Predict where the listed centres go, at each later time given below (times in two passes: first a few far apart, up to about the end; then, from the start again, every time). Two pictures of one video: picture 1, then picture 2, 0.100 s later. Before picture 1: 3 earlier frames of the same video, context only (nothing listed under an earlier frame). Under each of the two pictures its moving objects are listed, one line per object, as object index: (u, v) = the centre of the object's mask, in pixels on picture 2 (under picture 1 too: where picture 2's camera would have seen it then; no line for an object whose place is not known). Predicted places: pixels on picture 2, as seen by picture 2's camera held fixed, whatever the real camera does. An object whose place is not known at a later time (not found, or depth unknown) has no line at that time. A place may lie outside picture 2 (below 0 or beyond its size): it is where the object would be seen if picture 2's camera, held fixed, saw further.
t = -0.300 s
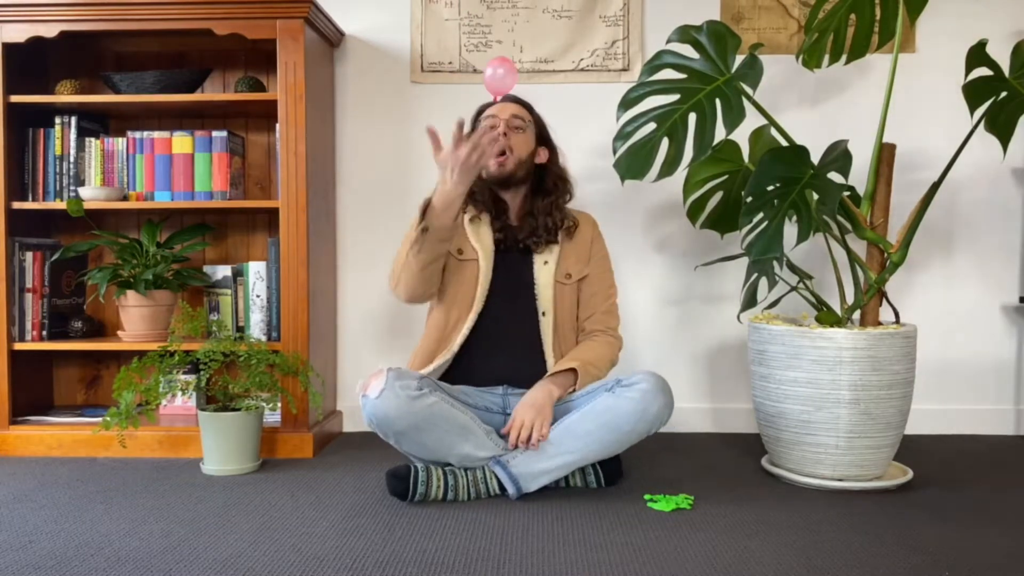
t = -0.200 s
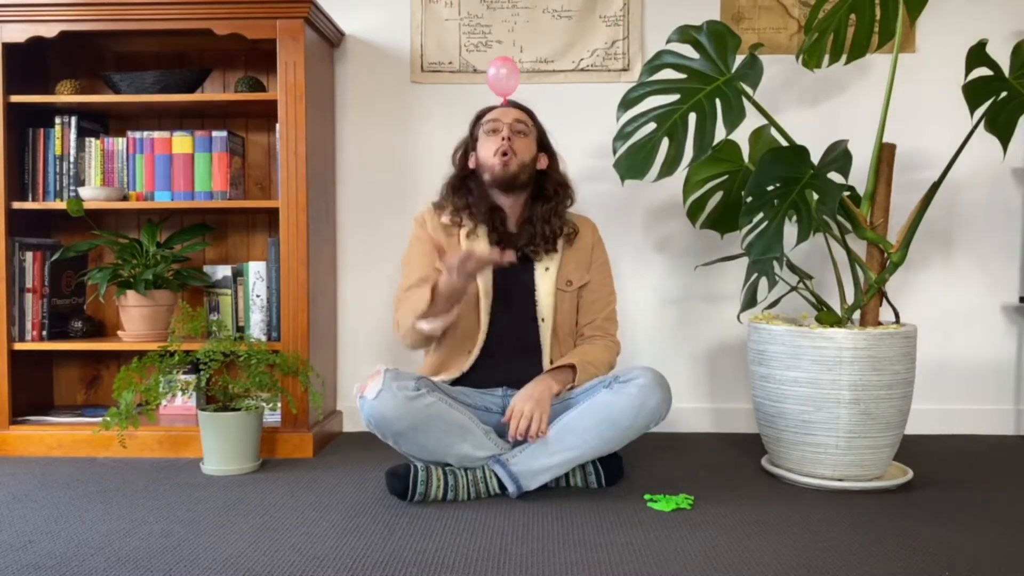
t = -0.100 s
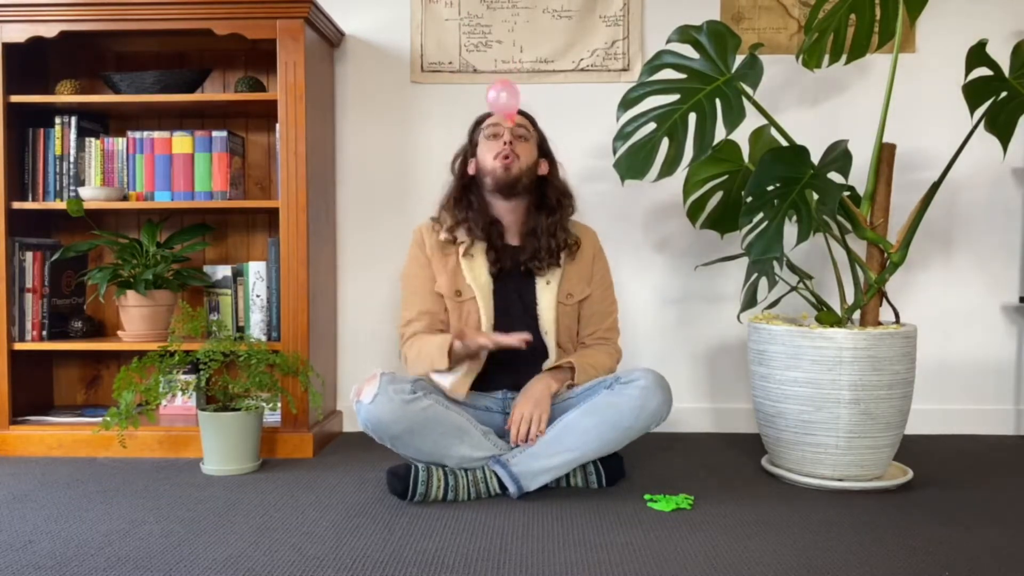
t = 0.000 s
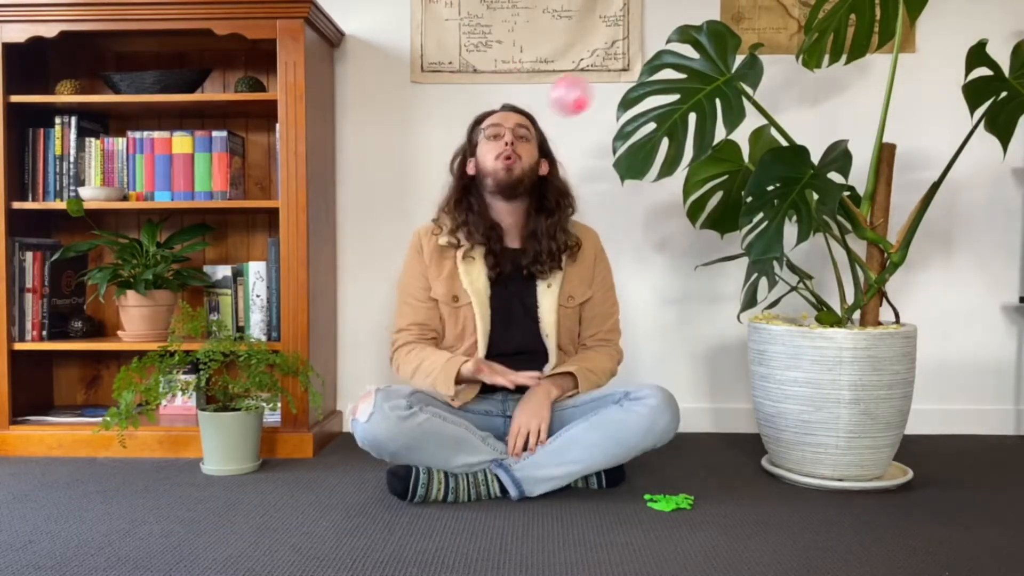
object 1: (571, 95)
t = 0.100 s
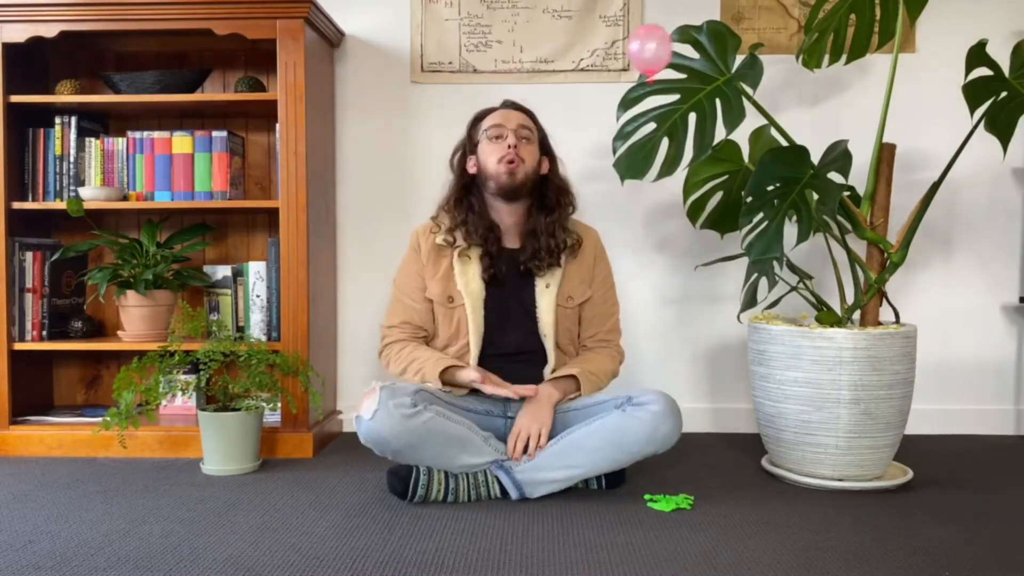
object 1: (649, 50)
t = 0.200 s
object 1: (700, 43)
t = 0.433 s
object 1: (785, 136)
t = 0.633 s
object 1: (818, 297)
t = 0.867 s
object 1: (806, 517)
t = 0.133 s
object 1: (667, 44)
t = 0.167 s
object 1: (685, 42)
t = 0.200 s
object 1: (700, 43)
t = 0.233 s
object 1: (715, 48)
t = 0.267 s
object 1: (728, 56)
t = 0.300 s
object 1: (740, 67)
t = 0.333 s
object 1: (752, 80)
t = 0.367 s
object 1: (764, 95)
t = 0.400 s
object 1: (776, 114)
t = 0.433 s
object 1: (785, 136)
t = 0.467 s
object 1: (792, 158)
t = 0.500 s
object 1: (799, 182)
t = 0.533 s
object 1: (807, 207)
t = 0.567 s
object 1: (812, 237)
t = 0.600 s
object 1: (816, 267)
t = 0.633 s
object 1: (818, 297)
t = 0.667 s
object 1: (817, 329)
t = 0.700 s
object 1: (815, 359)
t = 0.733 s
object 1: (813, 389)
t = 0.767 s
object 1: (811, 421)
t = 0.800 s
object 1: (808, 452)
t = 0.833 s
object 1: (806, 485)
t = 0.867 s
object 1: (806, 517)
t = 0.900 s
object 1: (808, 546)
